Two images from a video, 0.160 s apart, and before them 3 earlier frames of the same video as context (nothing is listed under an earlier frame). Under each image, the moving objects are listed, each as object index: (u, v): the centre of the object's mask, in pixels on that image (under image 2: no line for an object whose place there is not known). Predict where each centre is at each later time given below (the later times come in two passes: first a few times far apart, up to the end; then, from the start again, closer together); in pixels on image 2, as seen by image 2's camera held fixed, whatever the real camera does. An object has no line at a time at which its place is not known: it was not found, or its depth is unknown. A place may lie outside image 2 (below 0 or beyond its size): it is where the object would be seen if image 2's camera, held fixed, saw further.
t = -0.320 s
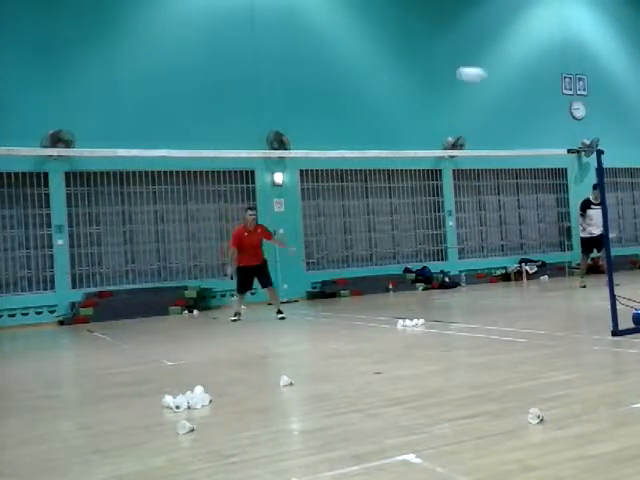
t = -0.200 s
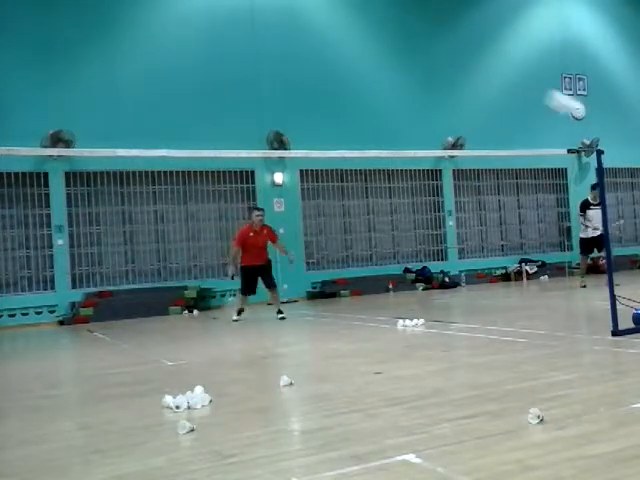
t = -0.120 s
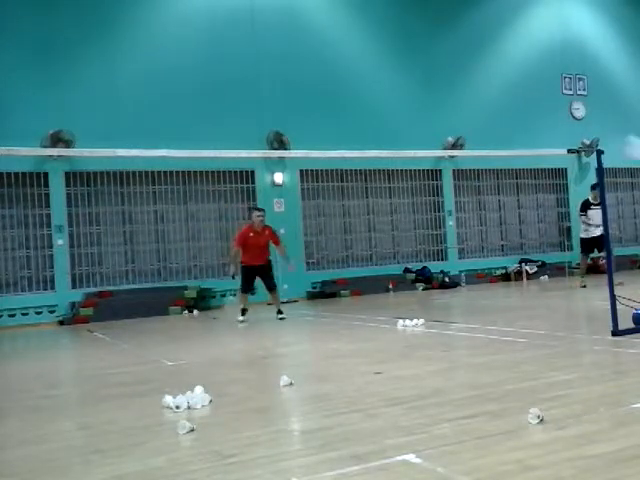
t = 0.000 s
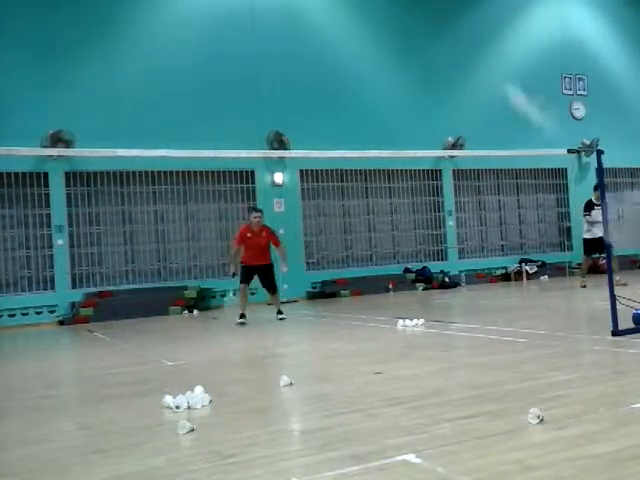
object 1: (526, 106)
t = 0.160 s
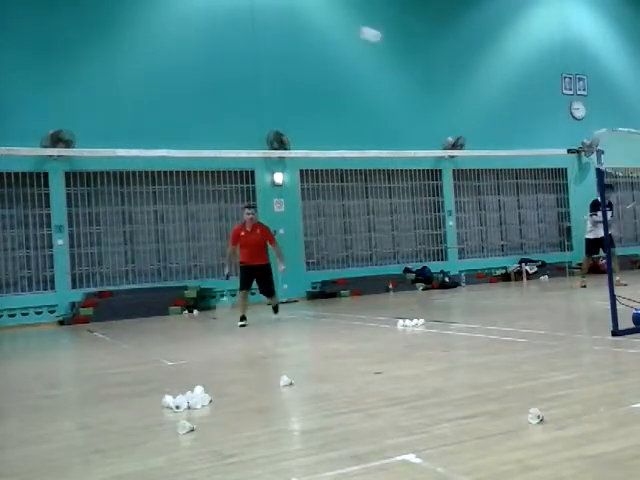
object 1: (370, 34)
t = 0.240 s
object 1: (334, 29)
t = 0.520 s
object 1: (266, 73)
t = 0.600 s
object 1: (257, 94)
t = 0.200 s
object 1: (350, 30)
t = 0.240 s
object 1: (334, 29)
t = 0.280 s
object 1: (318, 32)
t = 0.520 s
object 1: (266, 73)
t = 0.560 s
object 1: (262, 83)
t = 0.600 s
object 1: (257, 94)
